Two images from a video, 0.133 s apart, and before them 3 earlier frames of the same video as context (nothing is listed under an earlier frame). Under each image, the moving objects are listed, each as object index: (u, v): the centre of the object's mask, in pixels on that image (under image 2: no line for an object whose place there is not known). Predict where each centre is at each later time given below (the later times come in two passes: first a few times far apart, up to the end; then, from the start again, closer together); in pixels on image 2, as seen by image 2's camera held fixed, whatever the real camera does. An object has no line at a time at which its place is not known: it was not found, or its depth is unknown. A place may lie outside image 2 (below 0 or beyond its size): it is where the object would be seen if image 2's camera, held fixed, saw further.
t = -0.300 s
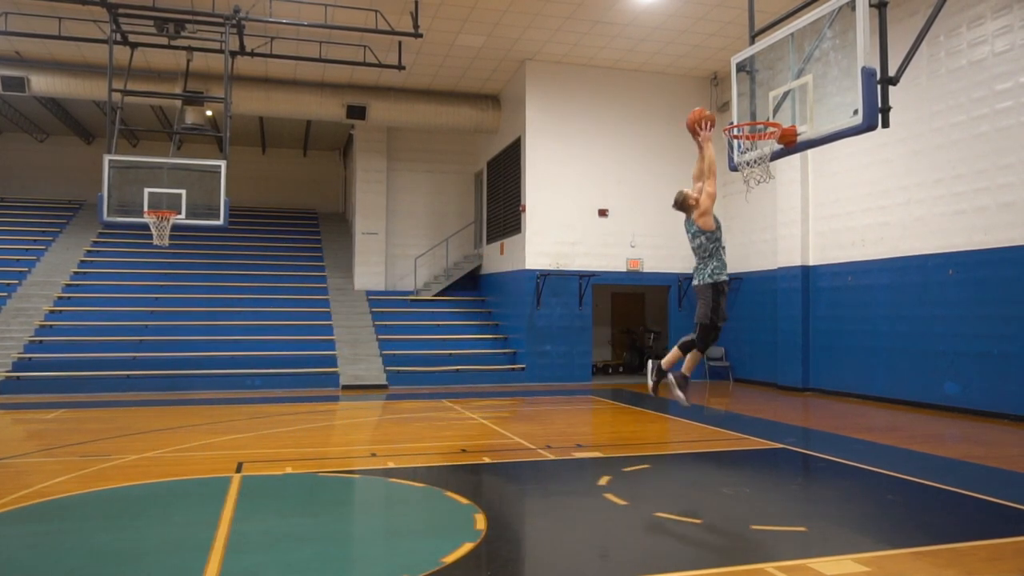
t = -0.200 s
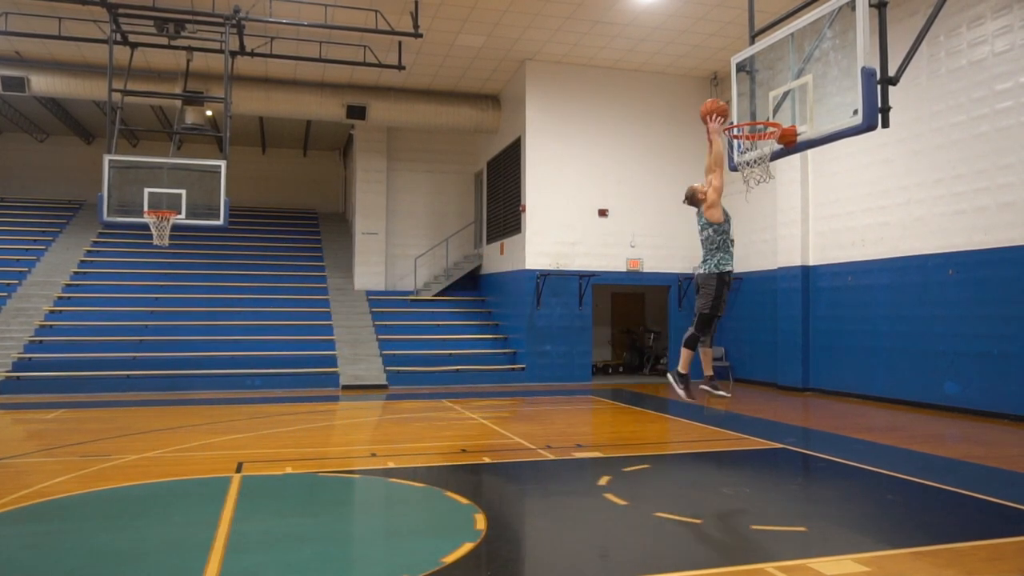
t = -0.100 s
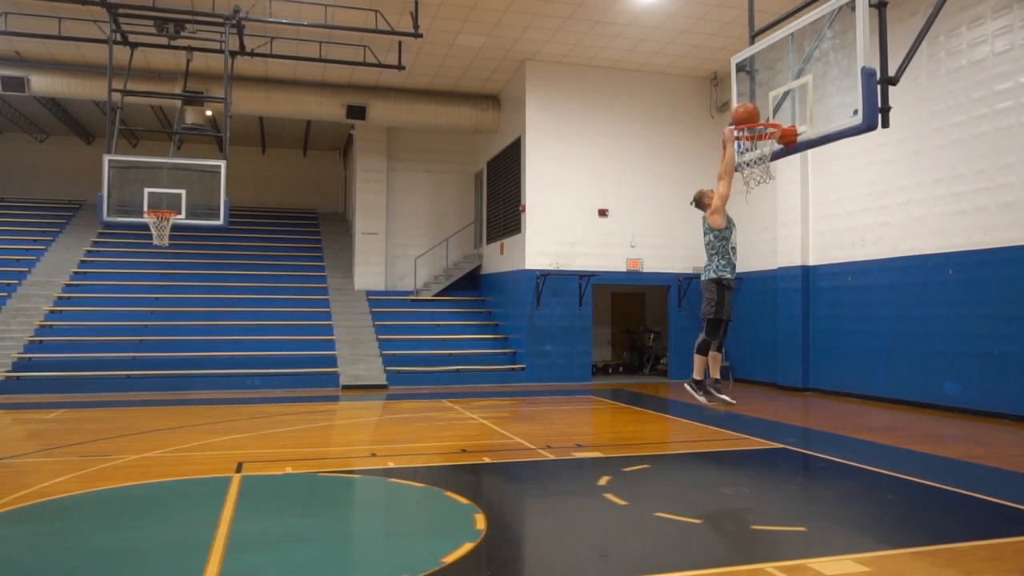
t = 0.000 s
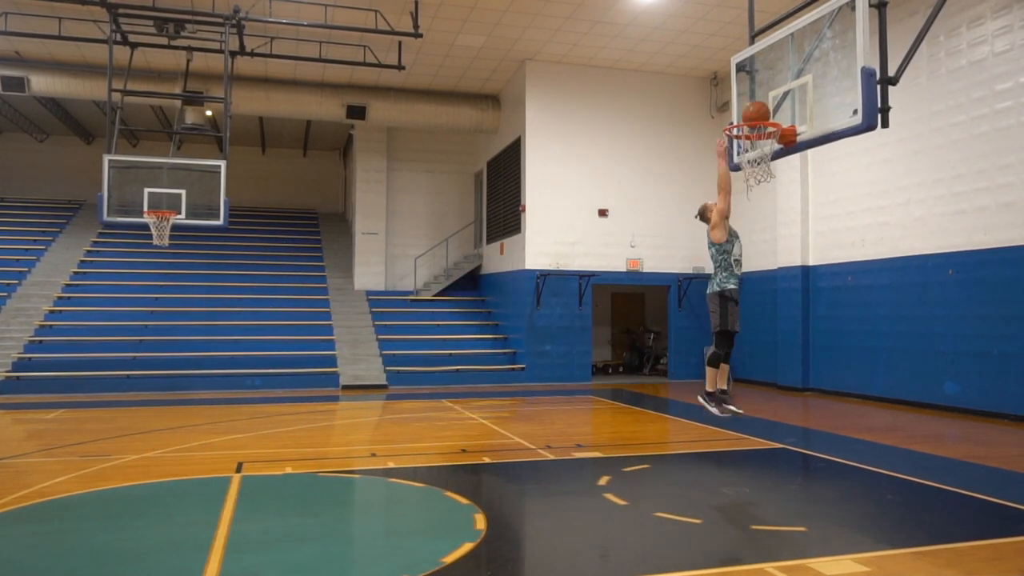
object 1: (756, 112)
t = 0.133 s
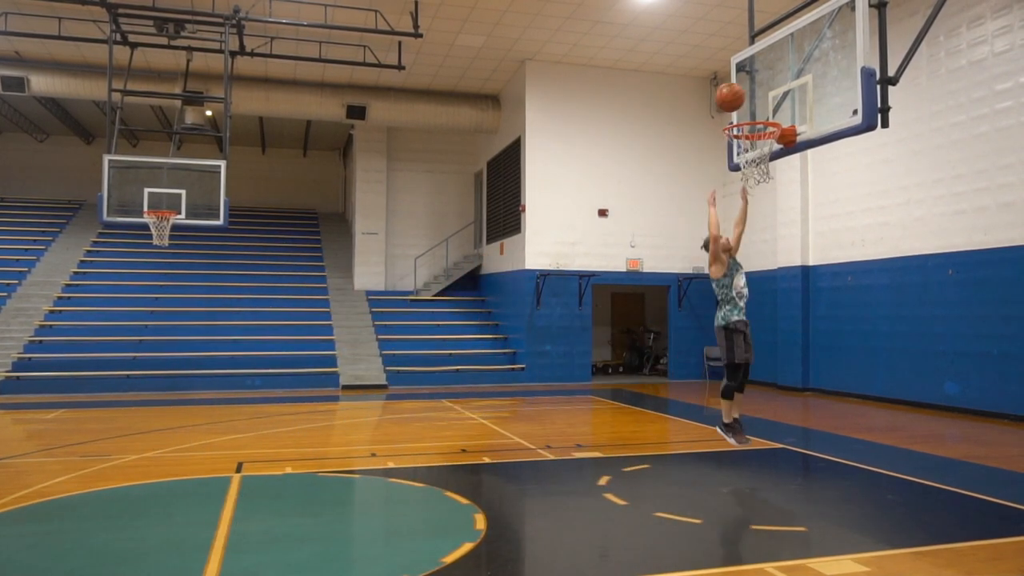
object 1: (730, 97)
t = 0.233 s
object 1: (709, 97)
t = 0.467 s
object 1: (660, 145)
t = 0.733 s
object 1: (597, 295)
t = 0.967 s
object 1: (536, 510)
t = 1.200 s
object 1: (500, 341)
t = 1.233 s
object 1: (495, 323)
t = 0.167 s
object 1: (723, 96)
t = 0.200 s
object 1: (716, 96)
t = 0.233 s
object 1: (709, 97)
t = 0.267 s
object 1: (702, 100)
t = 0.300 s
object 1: (695, 104)
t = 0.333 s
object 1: (689, 109)
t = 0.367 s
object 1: (681, 116)
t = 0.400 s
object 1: (674, 124)
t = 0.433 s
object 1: (667, 134)
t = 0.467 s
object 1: (660, 145)
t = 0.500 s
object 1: (652, 158)
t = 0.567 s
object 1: (637, 189)
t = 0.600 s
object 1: (629, 207)
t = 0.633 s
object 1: (621, 226)
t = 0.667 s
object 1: (613, 248)
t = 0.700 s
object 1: (605, 271)
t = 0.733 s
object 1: (597, 295)
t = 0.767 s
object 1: (588, 322)
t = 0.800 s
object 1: (580, 350)
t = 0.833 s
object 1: (571, 381)
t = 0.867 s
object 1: (562, 414)
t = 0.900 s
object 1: (553, 450)
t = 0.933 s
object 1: (544, 486)
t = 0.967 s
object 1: (536, 510)
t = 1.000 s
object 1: (531, 482)
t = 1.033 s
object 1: (526, 456)
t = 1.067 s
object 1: (520, 429)
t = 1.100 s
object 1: (515, 406)
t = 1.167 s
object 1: (505, 361)
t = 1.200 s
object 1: (500, 341)
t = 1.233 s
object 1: (495, 323)
